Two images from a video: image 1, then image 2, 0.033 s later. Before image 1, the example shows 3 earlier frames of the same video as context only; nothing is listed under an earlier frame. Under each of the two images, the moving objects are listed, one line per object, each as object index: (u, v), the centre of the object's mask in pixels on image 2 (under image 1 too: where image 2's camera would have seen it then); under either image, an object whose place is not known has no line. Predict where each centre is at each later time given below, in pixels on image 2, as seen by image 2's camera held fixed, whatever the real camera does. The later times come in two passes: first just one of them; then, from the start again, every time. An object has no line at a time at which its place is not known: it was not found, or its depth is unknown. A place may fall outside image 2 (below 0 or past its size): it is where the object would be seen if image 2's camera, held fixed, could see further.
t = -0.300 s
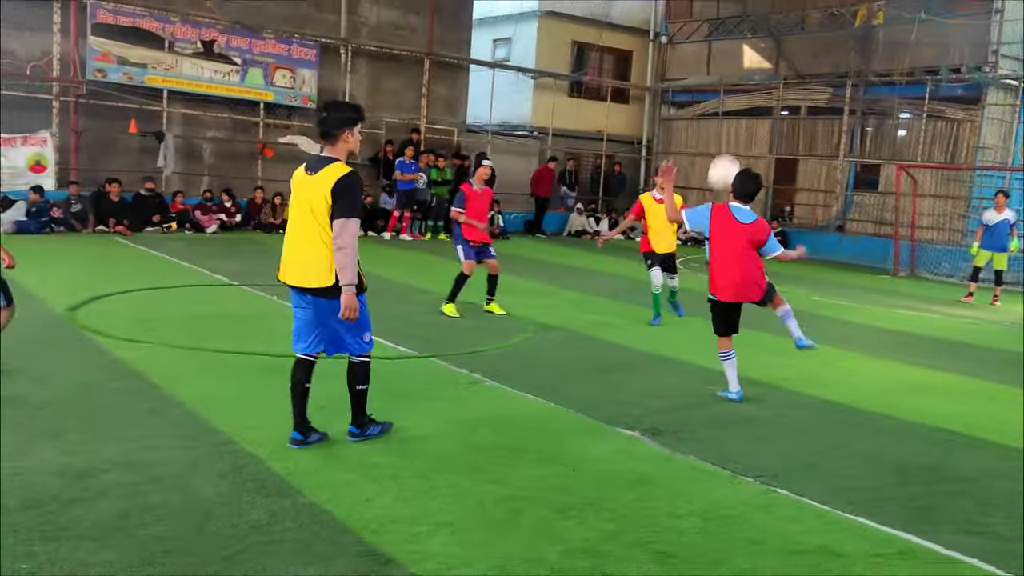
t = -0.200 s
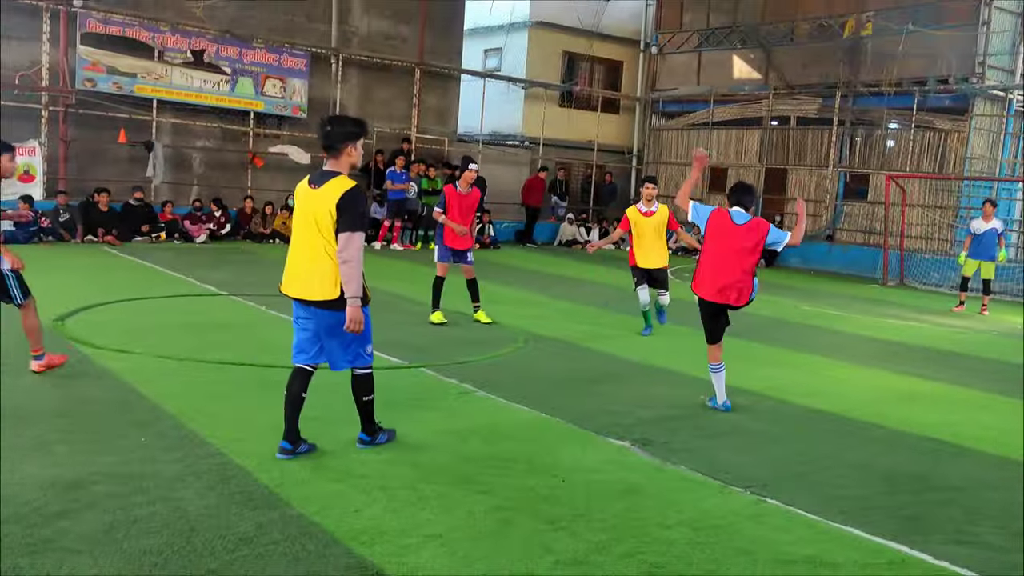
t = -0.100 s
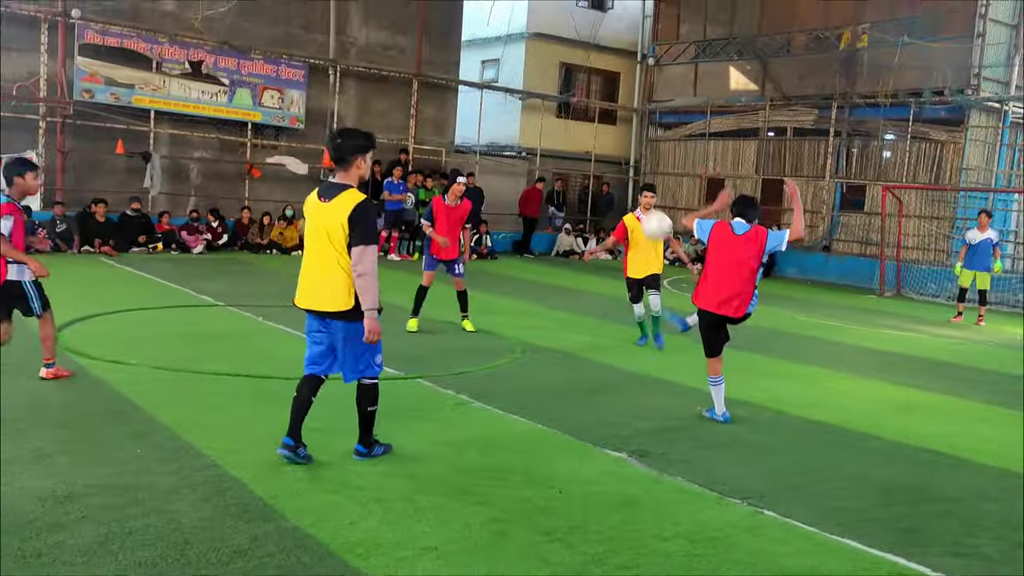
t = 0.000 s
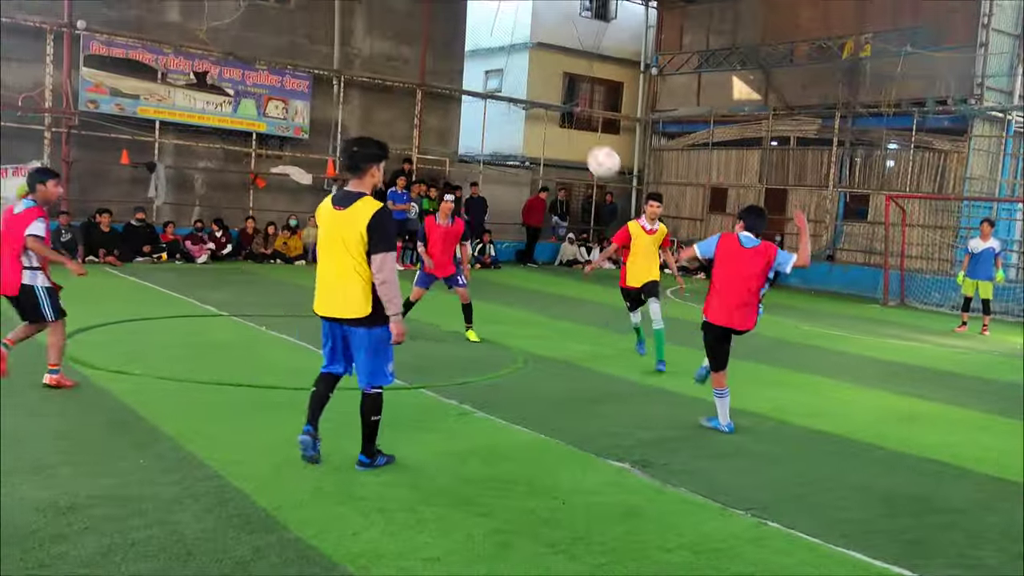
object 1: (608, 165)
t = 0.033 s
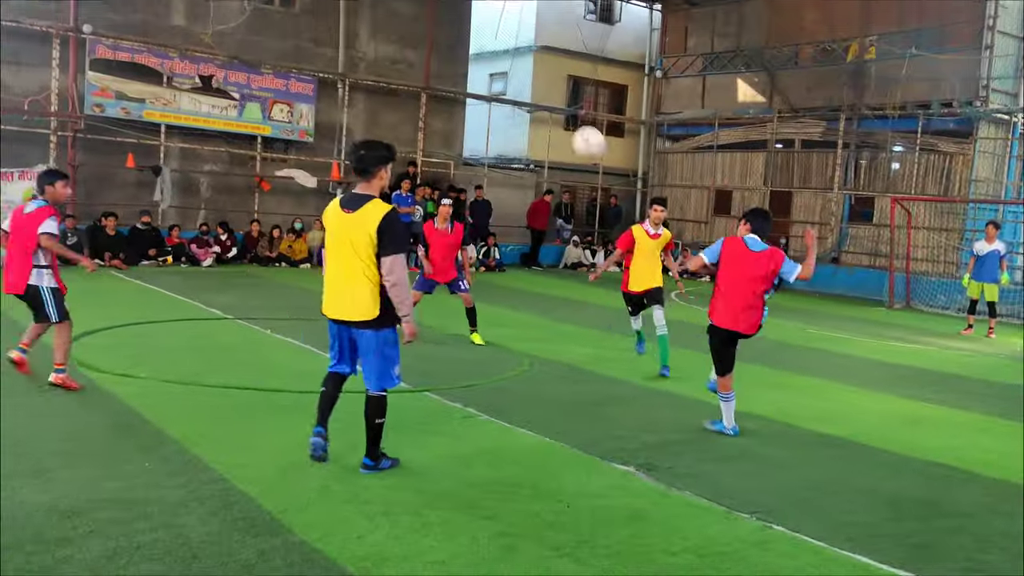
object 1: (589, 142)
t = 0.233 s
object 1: (463, 37)
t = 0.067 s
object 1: (568, 121)
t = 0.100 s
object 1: (548, 102)
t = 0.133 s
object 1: (529, 84)
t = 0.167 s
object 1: (505, 67)
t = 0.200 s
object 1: (485, 52)
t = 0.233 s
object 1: (463, 37)
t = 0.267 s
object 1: (441, 24)
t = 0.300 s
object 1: (418, 13)
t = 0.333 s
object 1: (395, 3)
